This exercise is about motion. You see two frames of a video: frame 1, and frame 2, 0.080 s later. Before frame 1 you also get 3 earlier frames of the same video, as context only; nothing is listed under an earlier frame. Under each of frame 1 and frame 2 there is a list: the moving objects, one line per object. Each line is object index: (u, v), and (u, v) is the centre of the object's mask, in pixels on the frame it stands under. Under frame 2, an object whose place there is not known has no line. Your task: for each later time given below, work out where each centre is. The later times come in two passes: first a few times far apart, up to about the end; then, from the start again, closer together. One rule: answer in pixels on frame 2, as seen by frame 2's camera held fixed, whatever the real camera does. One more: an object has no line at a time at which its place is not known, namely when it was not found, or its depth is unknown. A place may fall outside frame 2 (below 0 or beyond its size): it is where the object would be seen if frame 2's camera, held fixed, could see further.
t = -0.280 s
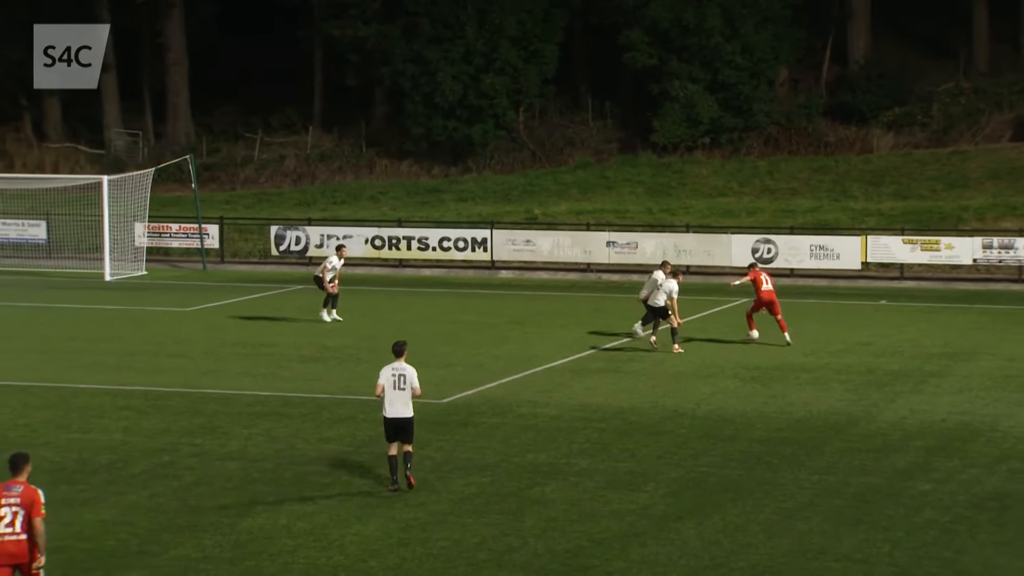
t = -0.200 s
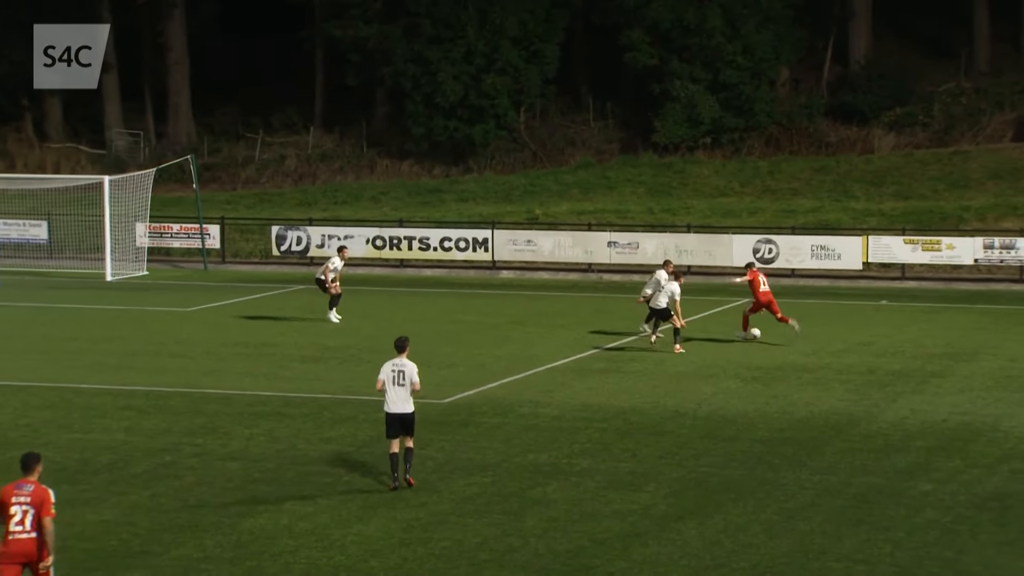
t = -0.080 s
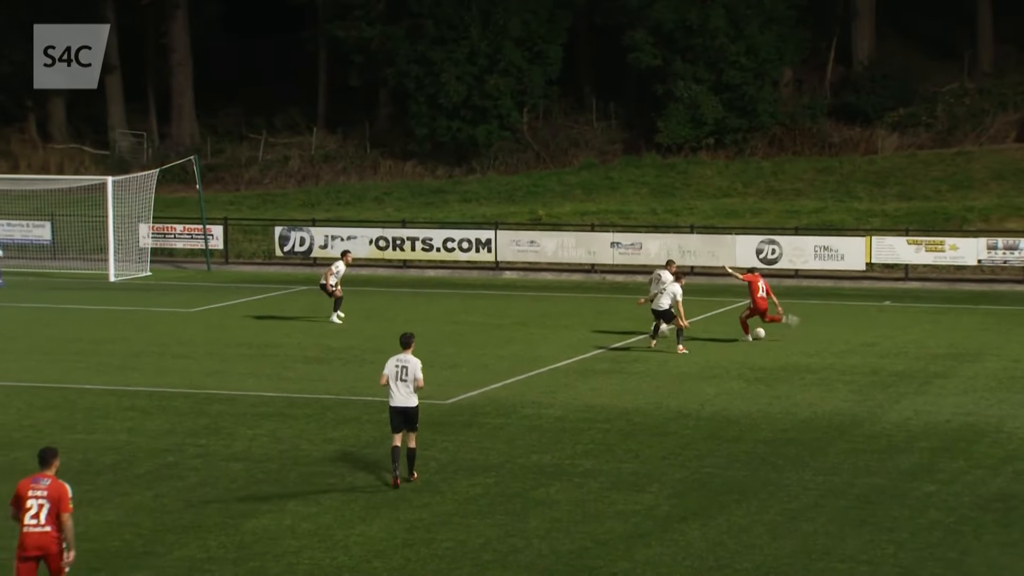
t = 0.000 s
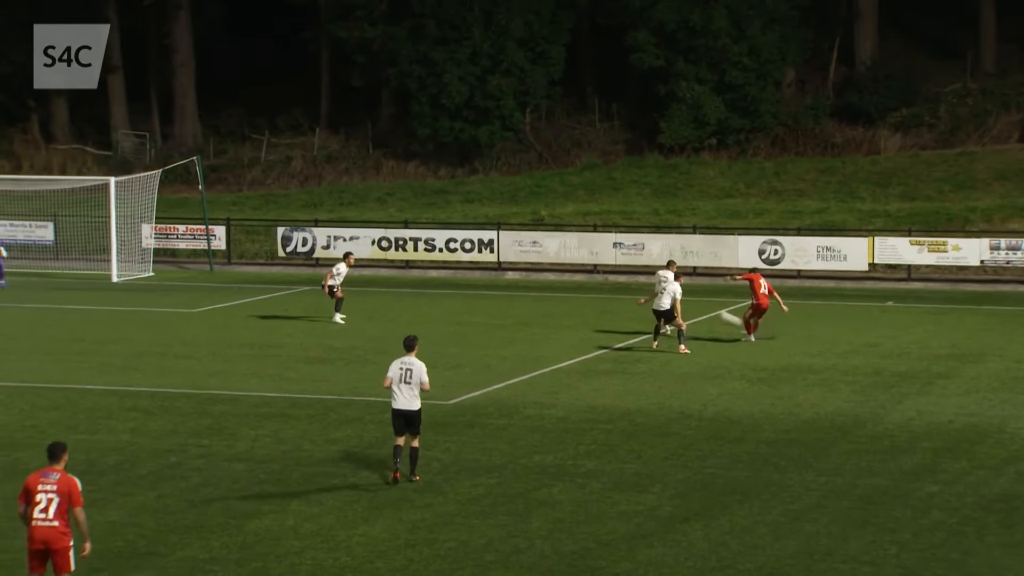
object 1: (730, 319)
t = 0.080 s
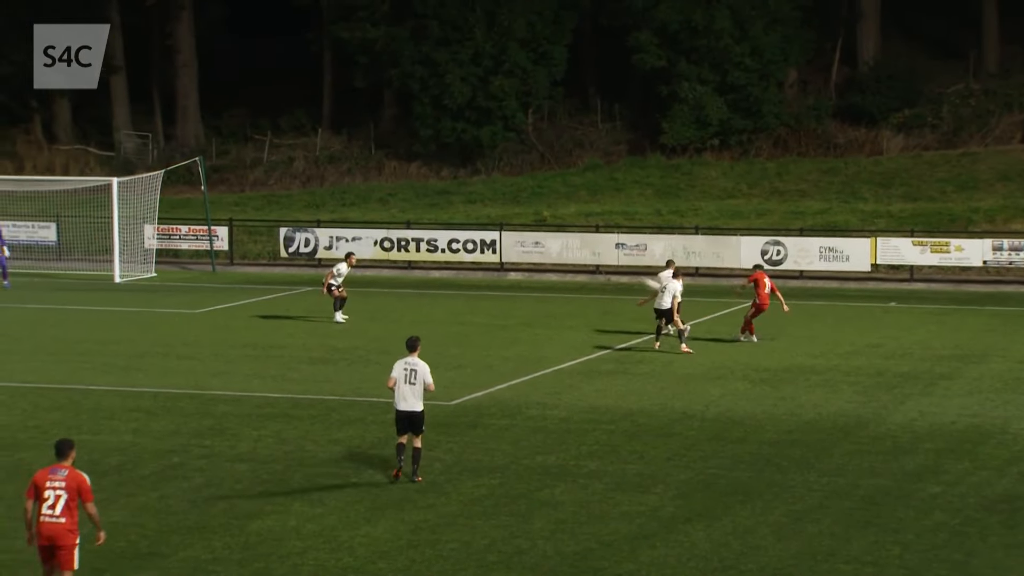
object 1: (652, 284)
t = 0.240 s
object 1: (513, 230)
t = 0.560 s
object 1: (261, 150)
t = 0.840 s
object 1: (57, 108)
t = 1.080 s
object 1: (-115, 93)
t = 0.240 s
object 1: (513, 230)
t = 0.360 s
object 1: (416, 196)
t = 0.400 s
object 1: (384, 186)
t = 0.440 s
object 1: (353, 176)
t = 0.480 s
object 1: (322, 167)
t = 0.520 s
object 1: (291, 158)
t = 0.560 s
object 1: (261, 150)
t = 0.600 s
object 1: (231, 143)
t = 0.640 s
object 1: (202, 136)
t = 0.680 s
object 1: (173, 129)
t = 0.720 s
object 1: (144, 123)
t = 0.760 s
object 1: (115, 117)
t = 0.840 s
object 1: (57, 108)
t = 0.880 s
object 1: (29, 105)
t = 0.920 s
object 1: (0, 101)
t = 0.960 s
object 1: (-29, 99)
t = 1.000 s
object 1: (-58, 97)
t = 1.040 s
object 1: (-86, 95)
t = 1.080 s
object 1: (-115, 93)
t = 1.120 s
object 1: (-144, 93)
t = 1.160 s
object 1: (-173, 93)
